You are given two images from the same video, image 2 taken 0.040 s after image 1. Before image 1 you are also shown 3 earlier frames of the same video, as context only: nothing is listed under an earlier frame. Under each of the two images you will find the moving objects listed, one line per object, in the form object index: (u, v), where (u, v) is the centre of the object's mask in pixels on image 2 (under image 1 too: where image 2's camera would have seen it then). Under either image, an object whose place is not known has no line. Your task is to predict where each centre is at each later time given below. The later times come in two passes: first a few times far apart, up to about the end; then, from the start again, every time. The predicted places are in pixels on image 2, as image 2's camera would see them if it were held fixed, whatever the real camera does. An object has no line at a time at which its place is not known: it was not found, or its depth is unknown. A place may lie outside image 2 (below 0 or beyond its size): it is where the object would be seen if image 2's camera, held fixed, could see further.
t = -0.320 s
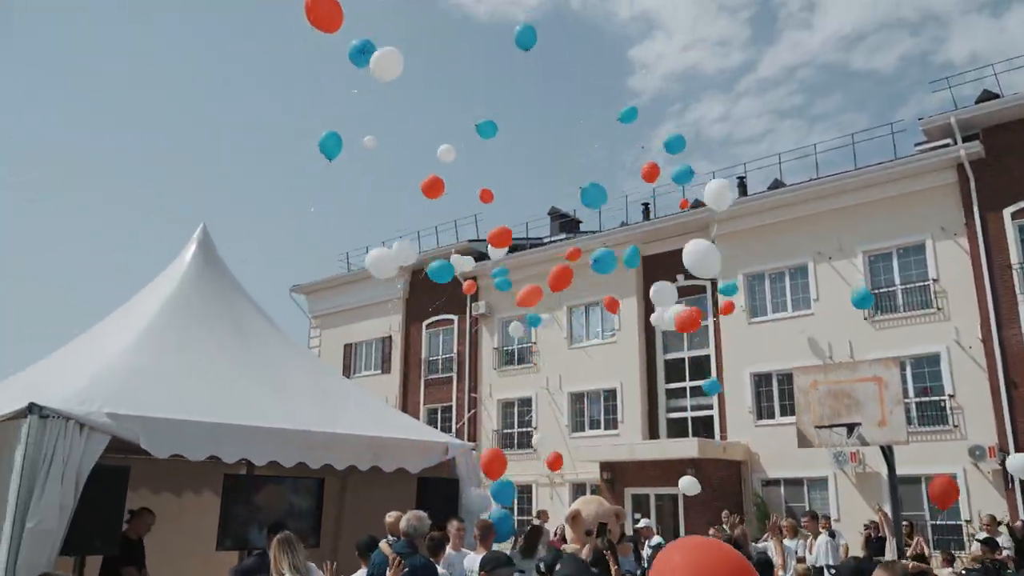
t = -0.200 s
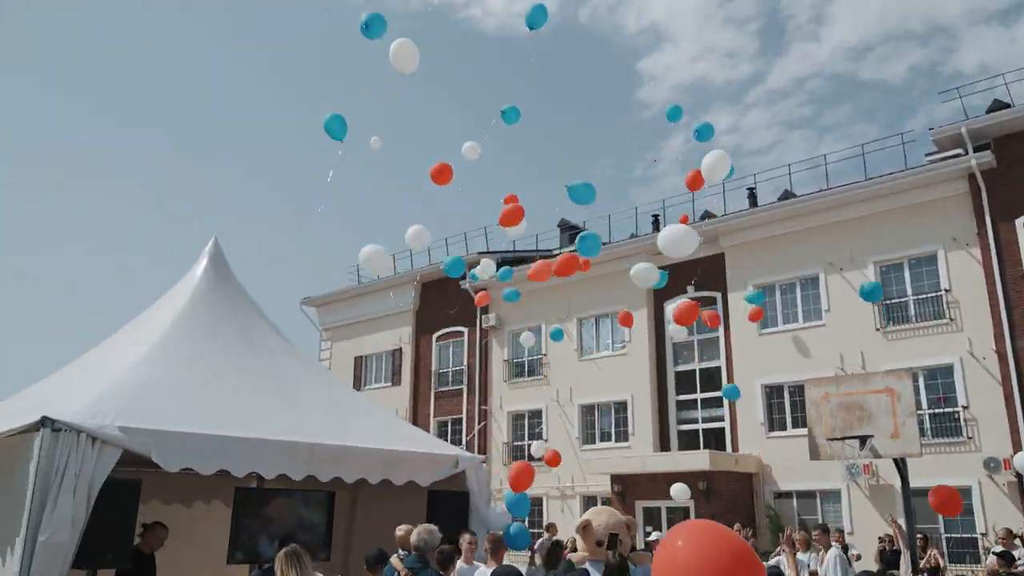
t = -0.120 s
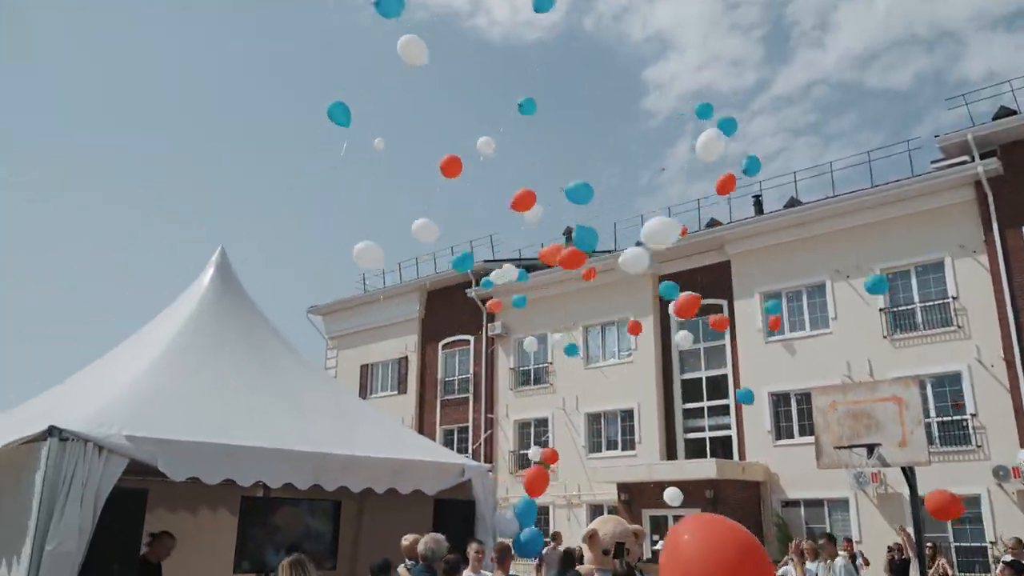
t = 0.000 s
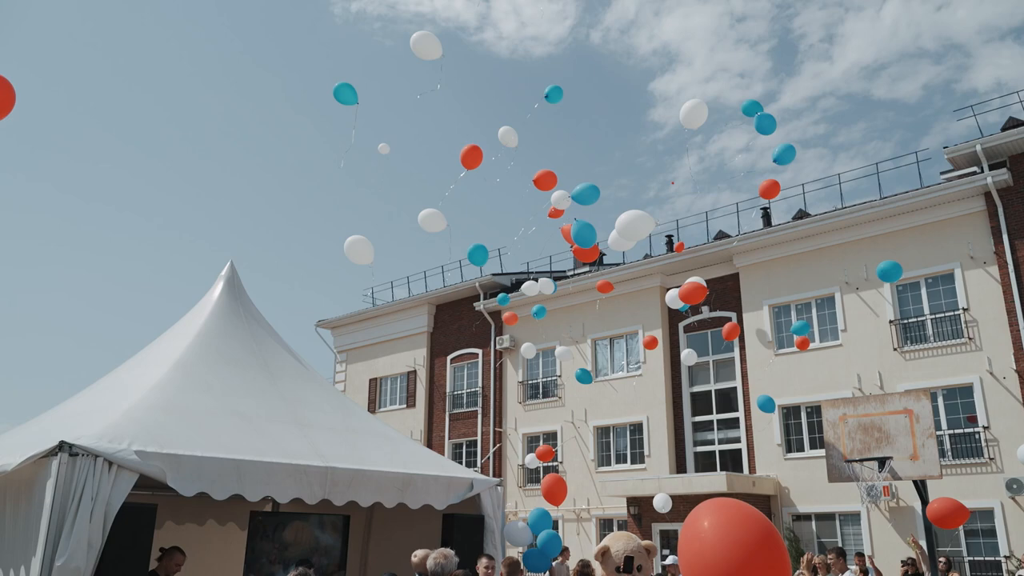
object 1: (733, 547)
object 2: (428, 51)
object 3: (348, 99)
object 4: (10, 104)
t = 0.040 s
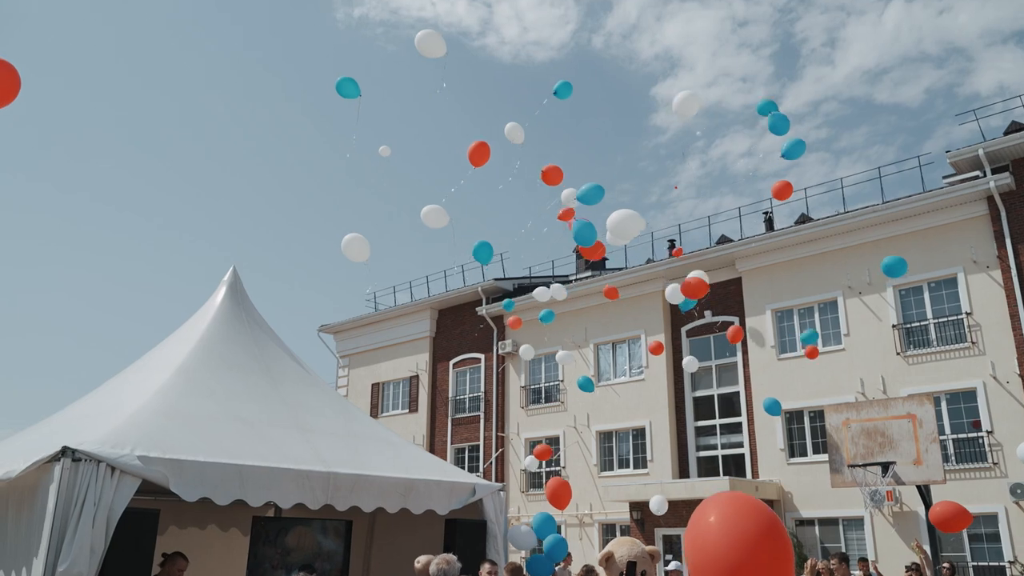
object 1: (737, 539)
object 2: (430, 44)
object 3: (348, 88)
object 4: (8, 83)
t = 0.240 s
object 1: (747, 470)
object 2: (441, 8)
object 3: (355, 35)
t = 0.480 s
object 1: (736, 362)
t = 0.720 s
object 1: (691, 251)
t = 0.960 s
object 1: (623, 171)
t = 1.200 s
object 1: (558, 68)
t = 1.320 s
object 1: (542, 11)
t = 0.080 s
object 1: (740, 529)
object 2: (433, 36)
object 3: (348, 76)
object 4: (6, 60)
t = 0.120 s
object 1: (743, 518)
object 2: (434, 30)
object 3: (349, 66)
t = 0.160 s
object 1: (745, 505)
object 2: (437, 22)
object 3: (350, 55)
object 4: (1, 12)
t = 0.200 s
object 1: (746, 489)
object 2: (439, 15)
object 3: (352, 45)
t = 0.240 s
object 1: (747, 470)
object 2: (441, 8)
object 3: (355, 35)
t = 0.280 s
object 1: (746, 450)
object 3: (358, 25)
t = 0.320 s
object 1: (745, 430)
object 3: (361, 16)
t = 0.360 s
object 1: (743, 413)
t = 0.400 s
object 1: (742, 397)
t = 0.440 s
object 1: (740, 380)
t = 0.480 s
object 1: (736, 362)
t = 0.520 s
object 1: (732, 344)
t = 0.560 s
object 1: (726, 325)
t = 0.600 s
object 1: (719, 305)
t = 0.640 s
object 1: (710, 285)
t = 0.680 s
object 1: (700, 266)
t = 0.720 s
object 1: (691, 251)
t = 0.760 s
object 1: (683, 239)
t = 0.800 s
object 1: (674, 228)
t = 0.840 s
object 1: (664, 215)
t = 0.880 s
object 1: (651, 202)
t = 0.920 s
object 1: (638, 187)
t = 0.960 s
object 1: (623, 171)
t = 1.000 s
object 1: (608, 155)
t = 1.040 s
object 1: (594, 139)
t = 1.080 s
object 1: (582, 122)
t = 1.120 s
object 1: (572, 104)
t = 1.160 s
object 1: (565, 86)
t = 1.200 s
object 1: (558, 68)
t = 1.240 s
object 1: (553, 49)
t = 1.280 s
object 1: (547, 30)
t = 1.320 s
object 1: (542, 11)
